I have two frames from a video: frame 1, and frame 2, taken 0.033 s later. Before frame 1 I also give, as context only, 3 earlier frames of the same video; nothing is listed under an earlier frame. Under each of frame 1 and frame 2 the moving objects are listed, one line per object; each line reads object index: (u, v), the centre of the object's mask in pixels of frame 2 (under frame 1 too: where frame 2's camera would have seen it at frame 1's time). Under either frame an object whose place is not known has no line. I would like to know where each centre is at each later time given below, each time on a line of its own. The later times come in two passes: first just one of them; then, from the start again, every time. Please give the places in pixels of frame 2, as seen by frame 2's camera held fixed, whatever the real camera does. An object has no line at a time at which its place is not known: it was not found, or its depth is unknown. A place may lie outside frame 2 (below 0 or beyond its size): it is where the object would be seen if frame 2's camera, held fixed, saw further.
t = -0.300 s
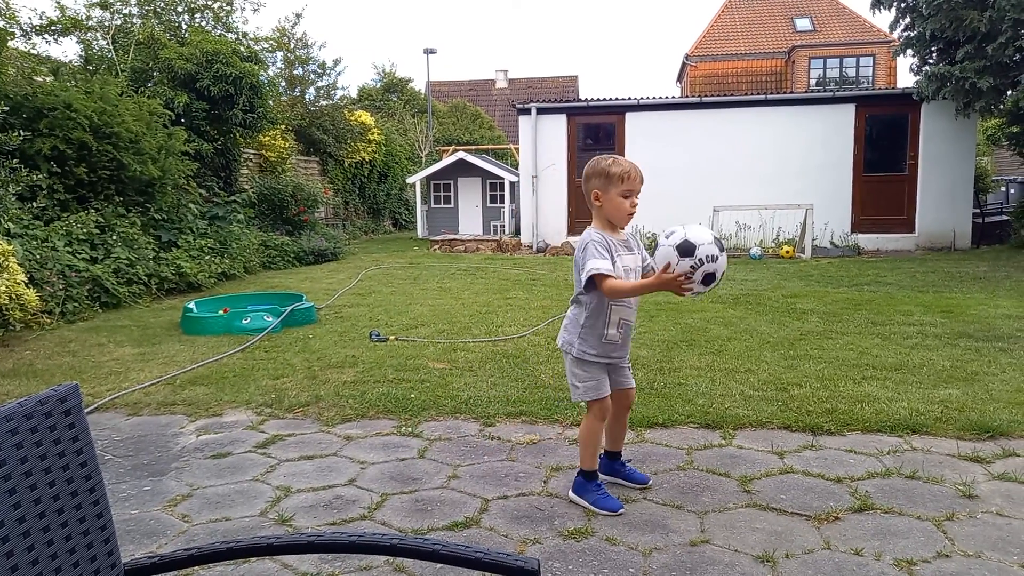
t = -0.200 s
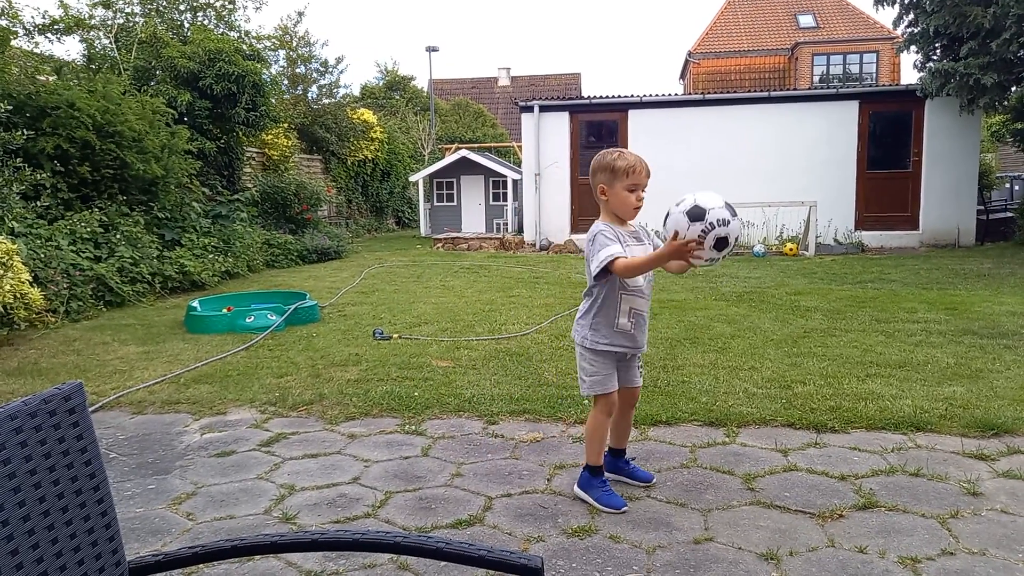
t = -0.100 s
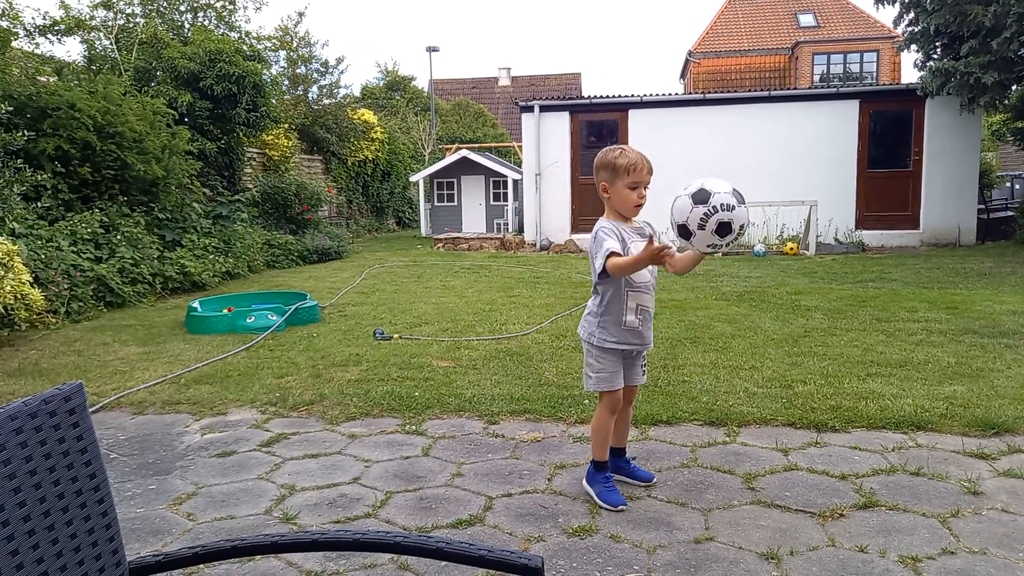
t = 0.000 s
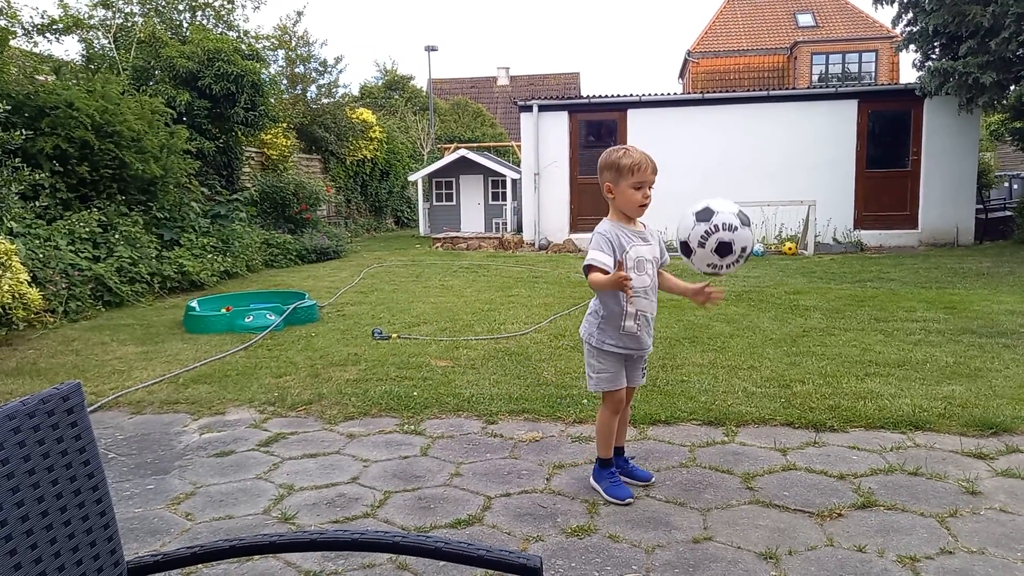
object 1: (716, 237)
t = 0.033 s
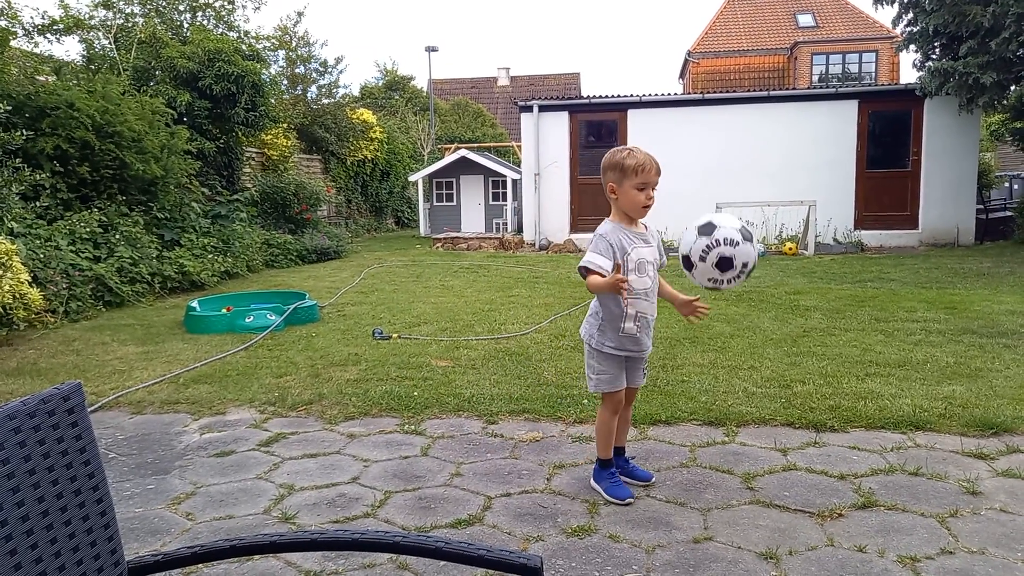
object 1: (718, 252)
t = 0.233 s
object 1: (732, 421)
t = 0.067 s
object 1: (721, 270)
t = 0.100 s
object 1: (723, 292)
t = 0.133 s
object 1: (726, 319)
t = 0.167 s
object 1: (728, 349)
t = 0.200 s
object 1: (730, 383)
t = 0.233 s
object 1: (732, 421)
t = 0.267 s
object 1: (734, 463)
